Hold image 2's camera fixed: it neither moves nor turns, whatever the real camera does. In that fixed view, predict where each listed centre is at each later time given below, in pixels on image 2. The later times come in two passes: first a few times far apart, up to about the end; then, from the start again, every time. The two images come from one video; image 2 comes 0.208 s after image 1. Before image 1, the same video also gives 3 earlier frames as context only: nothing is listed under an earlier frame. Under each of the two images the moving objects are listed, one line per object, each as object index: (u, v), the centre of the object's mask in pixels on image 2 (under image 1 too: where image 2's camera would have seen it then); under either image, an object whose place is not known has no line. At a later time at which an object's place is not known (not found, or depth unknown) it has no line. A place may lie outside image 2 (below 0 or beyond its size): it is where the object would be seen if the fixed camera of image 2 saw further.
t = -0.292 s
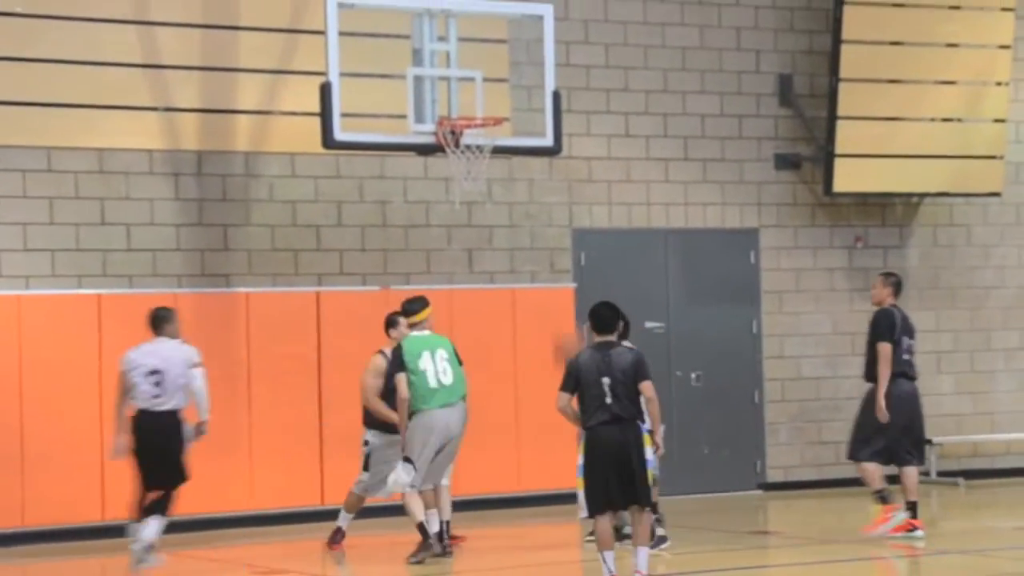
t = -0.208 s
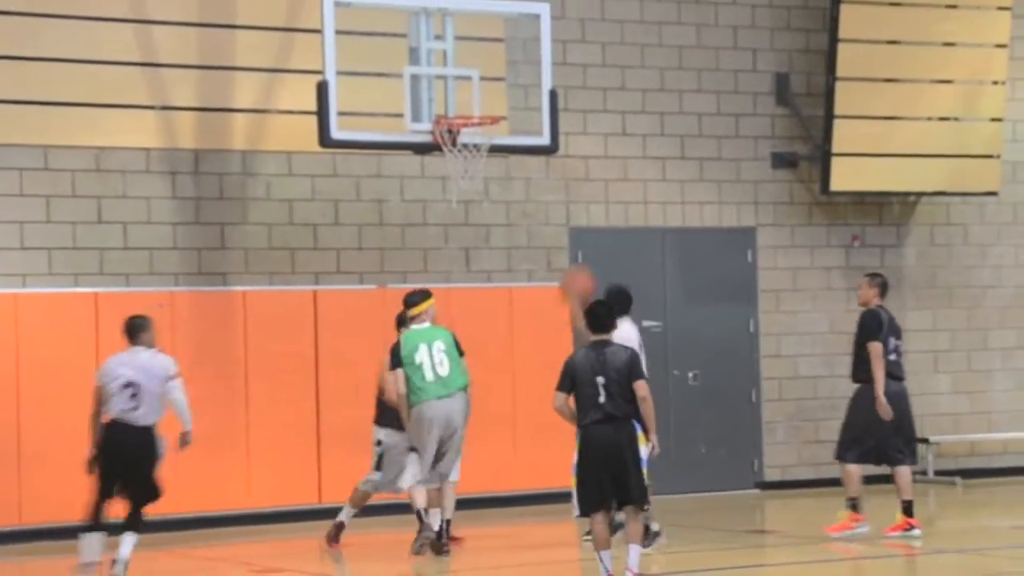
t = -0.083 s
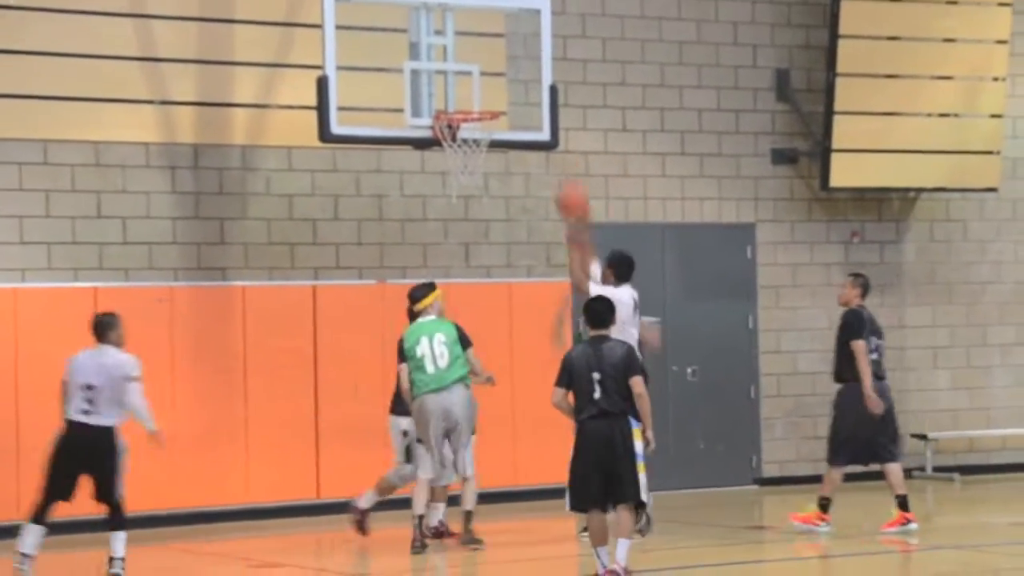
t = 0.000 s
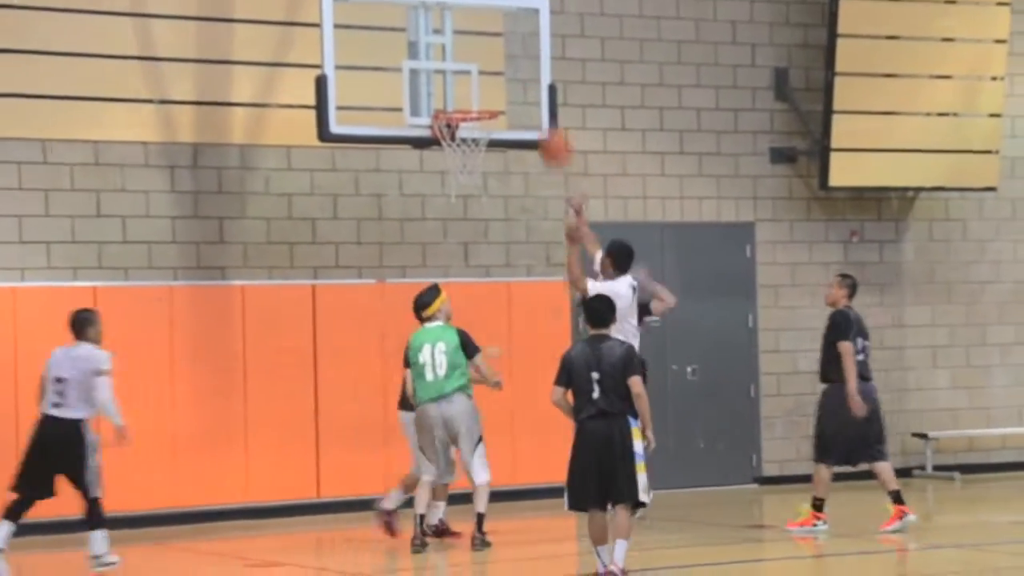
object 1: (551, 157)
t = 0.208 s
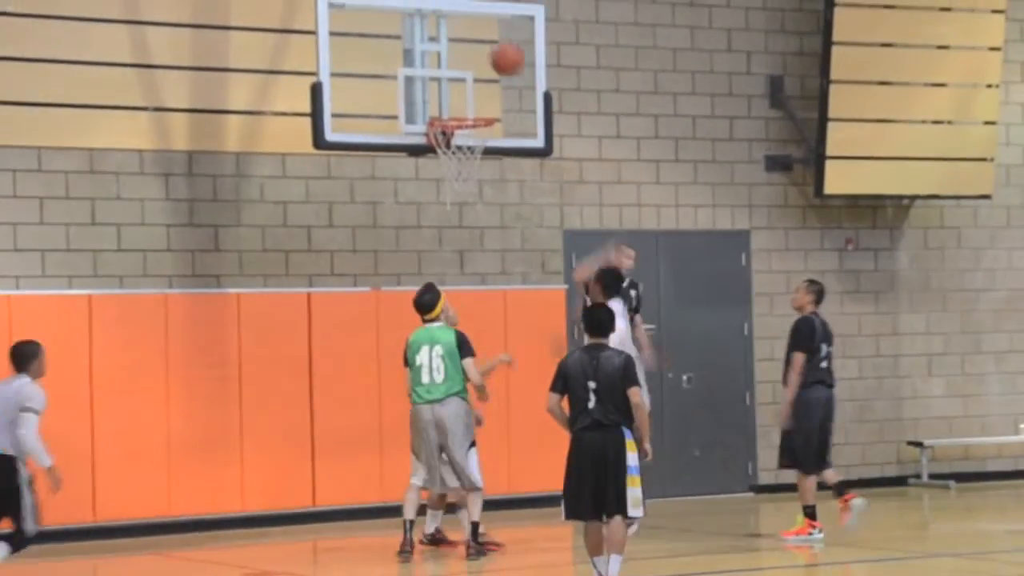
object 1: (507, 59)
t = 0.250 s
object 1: (499, 49)
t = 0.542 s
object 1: (446, 35)
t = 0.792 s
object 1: (460, 97)
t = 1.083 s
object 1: (456, 136)
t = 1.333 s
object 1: (453, 169)
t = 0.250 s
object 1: (499, 49)
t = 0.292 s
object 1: (491, 38)
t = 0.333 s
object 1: (483, 32)
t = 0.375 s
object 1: (476, 28)
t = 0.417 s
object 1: (467, 26)
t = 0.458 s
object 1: (460, 26)
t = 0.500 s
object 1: (453, 28)
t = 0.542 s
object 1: (446, 35)
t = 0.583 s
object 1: (437, 42)
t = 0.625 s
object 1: (440, 48)
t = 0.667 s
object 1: (445, 56)
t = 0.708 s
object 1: (449, 66)
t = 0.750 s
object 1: (455, 79)
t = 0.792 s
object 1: (460, 97)
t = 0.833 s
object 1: (464, 109)
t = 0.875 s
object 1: (465, 110)
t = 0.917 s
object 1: (465, 111)
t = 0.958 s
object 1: (464, 123)
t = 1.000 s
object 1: (463, 125)
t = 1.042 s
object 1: (460, 129)
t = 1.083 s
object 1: (456, 136)
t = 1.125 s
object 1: (454, 142)
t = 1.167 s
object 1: (453, 142)
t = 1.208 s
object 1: (450, 147)
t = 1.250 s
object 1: (453, 145)
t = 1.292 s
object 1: (455, 159)
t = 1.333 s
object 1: (453, 169)
